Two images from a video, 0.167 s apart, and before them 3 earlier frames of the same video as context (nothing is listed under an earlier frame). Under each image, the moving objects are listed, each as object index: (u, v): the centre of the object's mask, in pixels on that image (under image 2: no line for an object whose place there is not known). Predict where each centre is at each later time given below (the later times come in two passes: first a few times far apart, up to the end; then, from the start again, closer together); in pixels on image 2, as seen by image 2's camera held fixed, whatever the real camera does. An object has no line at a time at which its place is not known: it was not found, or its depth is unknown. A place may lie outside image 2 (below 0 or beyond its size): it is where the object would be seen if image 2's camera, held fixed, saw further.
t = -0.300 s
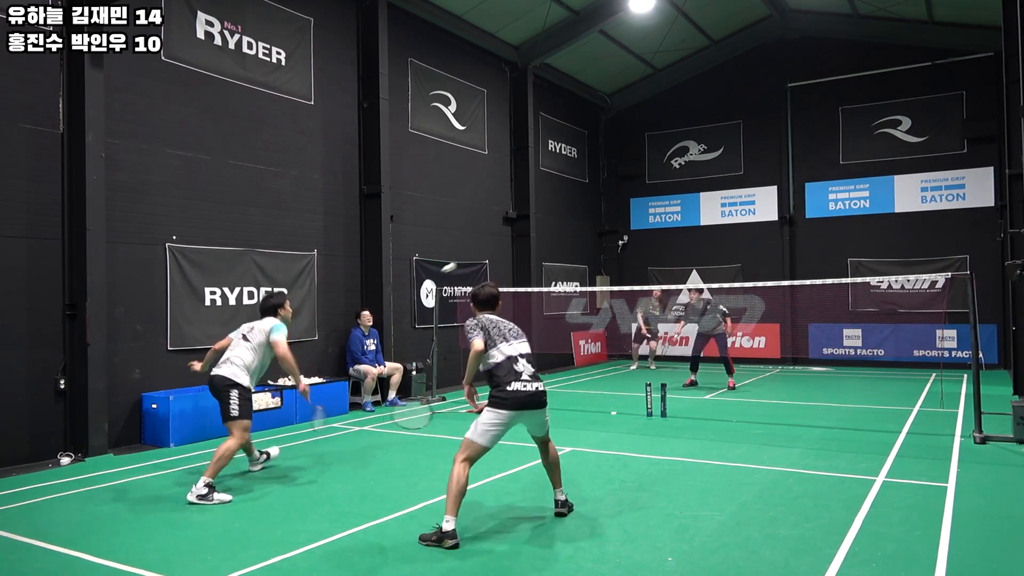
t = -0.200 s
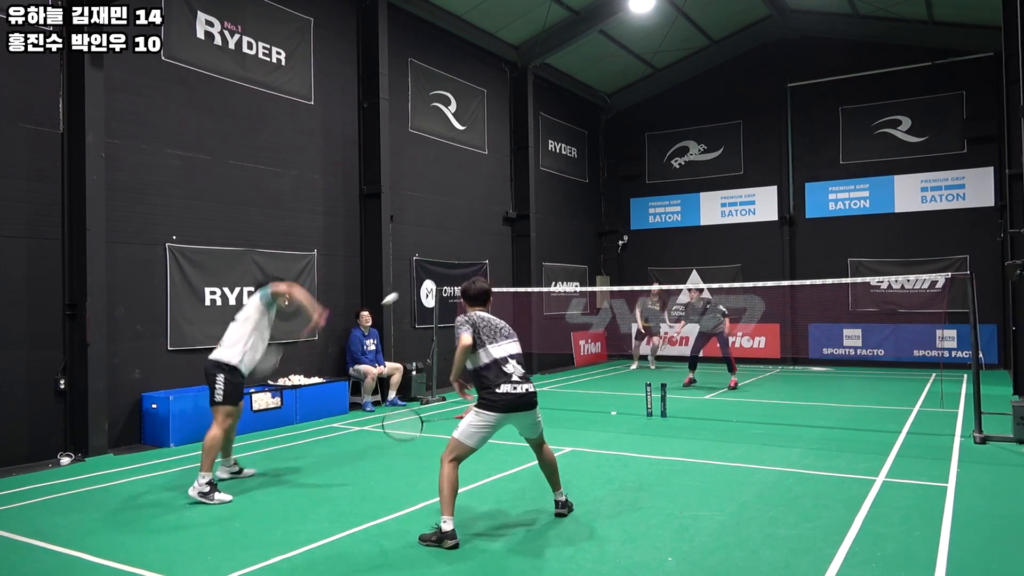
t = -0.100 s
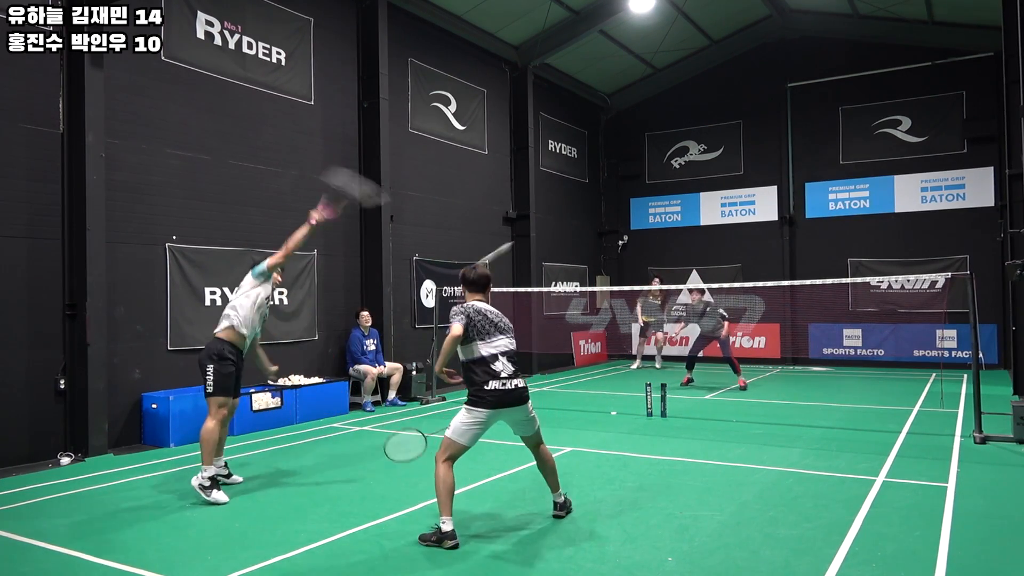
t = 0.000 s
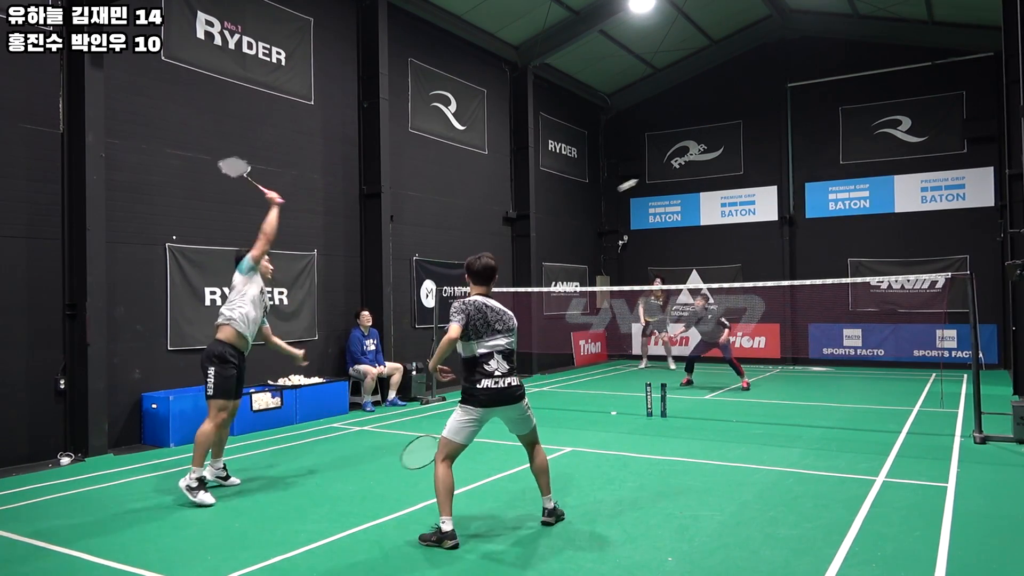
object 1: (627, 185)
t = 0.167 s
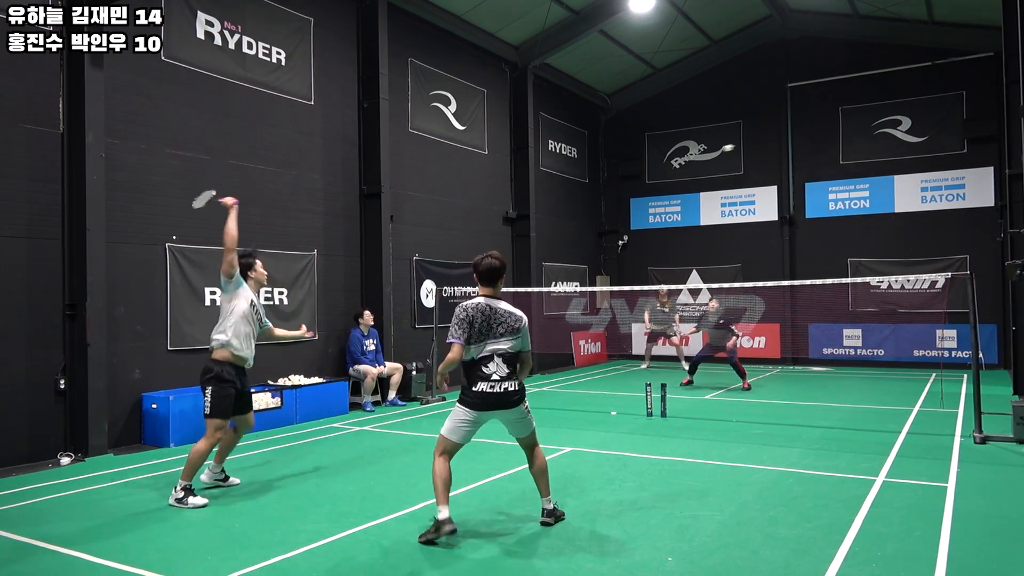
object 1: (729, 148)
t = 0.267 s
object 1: (764, 141)
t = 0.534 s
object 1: (826, 164)
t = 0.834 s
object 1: (871, 226)
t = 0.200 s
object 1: (741, 145)
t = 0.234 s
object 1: (753, 143)
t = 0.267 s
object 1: (764, 141)
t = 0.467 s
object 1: (813, 155)
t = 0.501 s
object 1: (820, 159)
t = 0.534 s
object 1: (826, 164)
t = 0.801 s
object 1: (867, 218)
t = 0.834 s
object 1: (871, 226)
